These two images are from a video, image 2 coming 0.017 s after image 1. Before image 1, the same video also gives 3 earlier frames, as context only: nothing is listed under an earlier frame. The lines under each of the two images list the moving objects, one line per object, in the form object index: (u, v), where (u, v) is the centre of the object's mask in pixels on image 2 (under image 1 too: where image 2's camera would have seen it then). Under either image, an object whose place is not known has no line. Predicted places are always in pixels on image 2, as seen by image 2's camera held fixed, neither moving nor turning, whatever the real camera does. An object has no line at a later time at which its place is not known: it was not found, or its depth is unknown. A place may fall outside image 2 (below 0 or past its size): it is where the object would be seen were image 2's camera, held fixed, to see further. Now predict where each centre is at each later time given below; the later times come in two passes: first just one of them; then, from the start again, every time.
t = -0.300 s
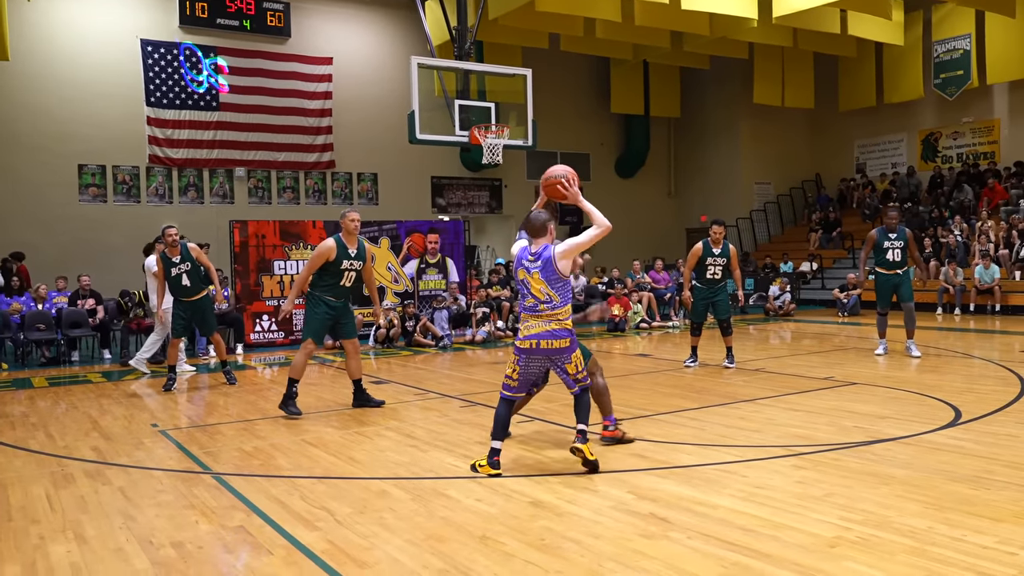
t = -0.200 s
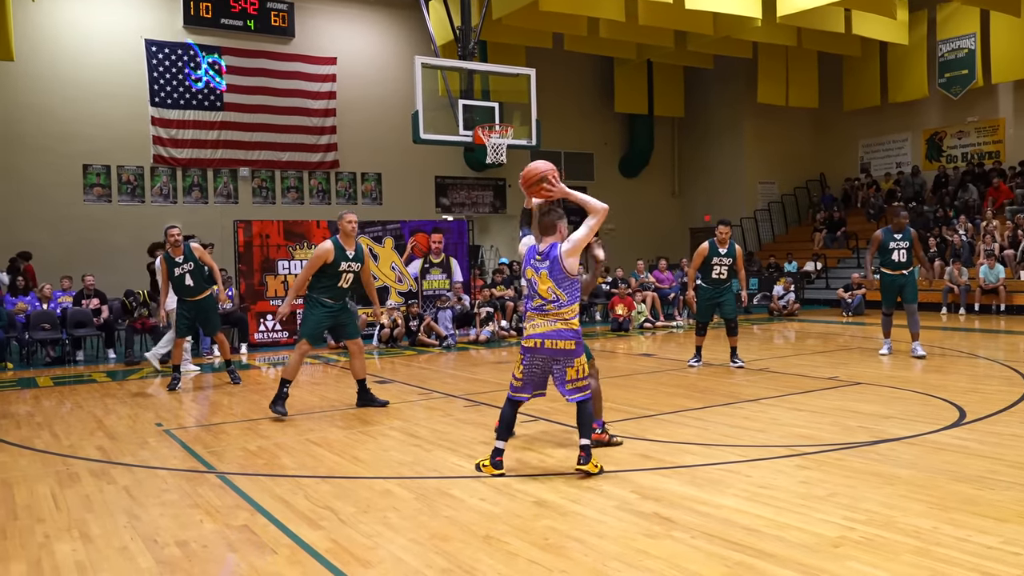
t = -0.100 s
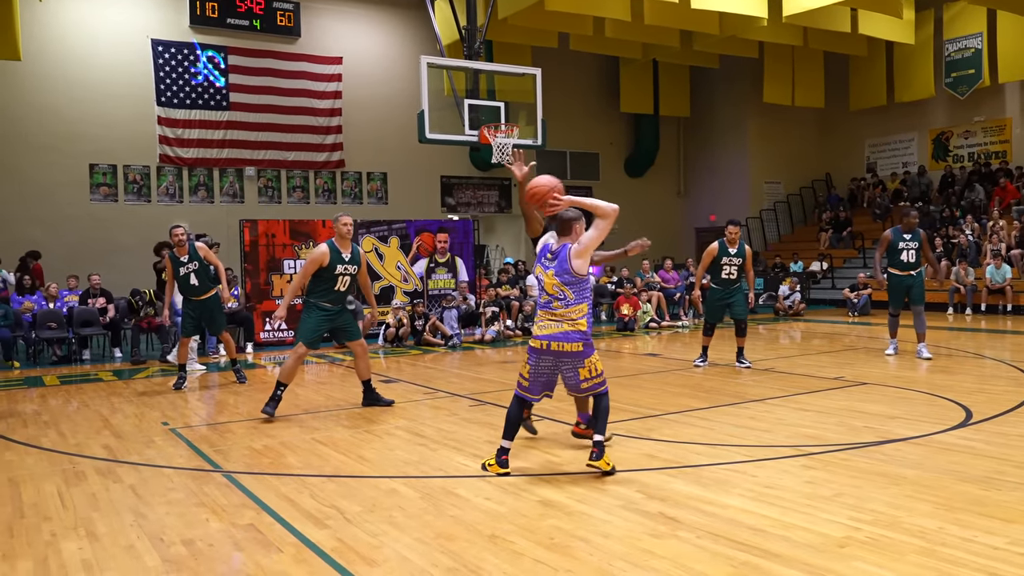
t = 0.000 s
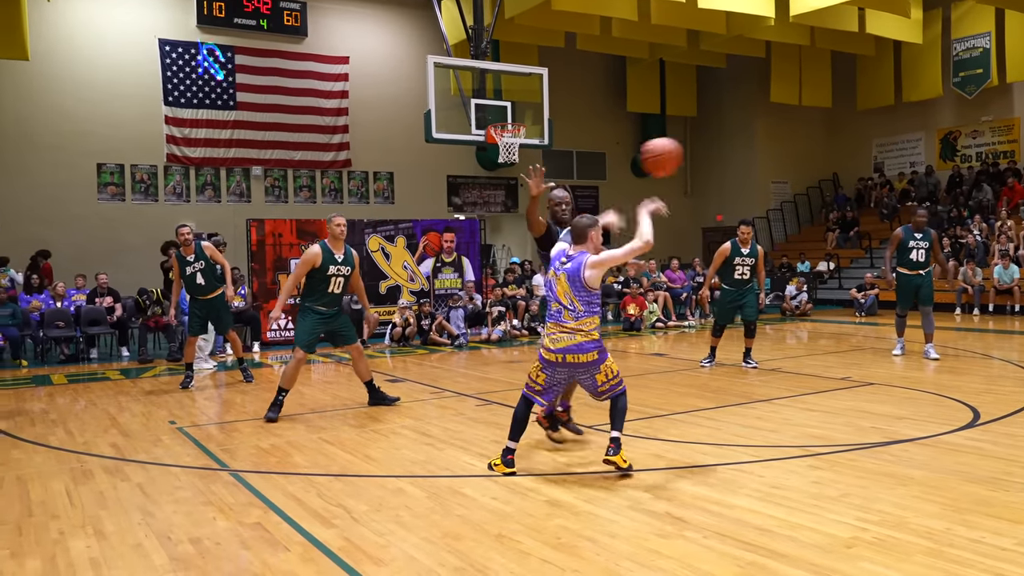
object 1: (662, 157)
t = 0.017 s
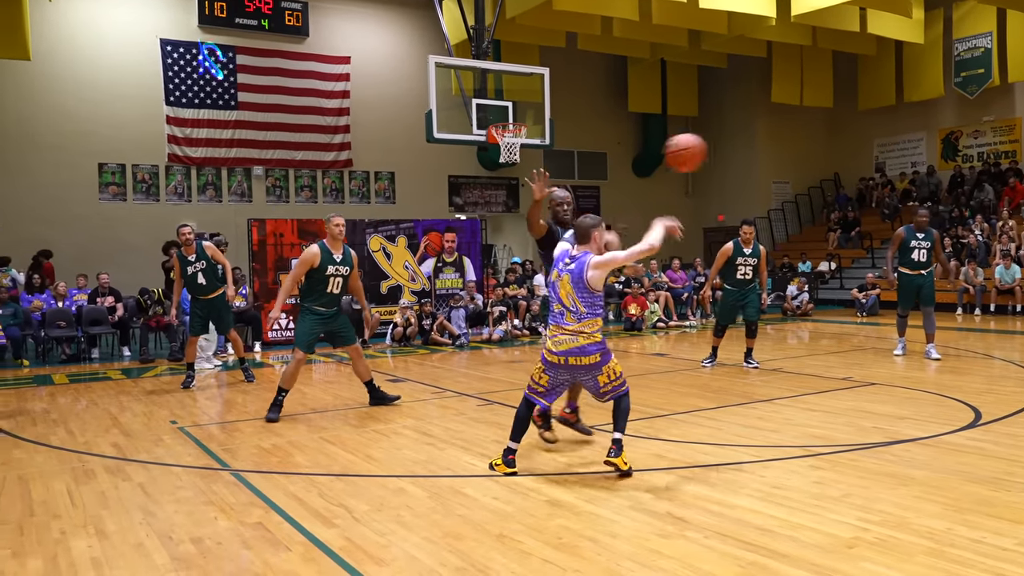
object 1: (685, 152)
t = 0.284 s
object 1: (998, 149)
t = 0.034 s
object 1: (707, 149)
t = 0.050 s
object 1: (730, 146)
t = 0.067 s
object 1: (751, 143)
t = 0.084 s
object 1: (773, 140)
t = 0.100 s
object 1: (793, 139)
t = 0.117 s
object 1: (814, 138)
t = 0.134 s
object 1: (834, 138)
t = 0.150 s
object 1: (854, 137)
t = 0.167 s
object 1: (873, 137)
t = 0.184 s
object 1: (892, 137)
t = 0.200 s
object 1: (912, 137)
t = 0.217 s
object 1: (930, 139)
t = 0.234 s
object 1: (948, 141)
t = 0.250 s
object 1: (965, 144)
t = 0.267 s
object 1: (983, 146)
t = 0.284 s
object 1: (998, 149)
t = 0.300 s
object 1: (1016, 153)
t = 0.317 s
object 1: (1039, 155)
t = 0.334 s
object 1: (1053, 159)
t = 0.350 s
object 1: (1069, 164)
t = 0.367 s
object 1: (1084, 168)
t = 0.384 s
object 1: (1100, 173)
